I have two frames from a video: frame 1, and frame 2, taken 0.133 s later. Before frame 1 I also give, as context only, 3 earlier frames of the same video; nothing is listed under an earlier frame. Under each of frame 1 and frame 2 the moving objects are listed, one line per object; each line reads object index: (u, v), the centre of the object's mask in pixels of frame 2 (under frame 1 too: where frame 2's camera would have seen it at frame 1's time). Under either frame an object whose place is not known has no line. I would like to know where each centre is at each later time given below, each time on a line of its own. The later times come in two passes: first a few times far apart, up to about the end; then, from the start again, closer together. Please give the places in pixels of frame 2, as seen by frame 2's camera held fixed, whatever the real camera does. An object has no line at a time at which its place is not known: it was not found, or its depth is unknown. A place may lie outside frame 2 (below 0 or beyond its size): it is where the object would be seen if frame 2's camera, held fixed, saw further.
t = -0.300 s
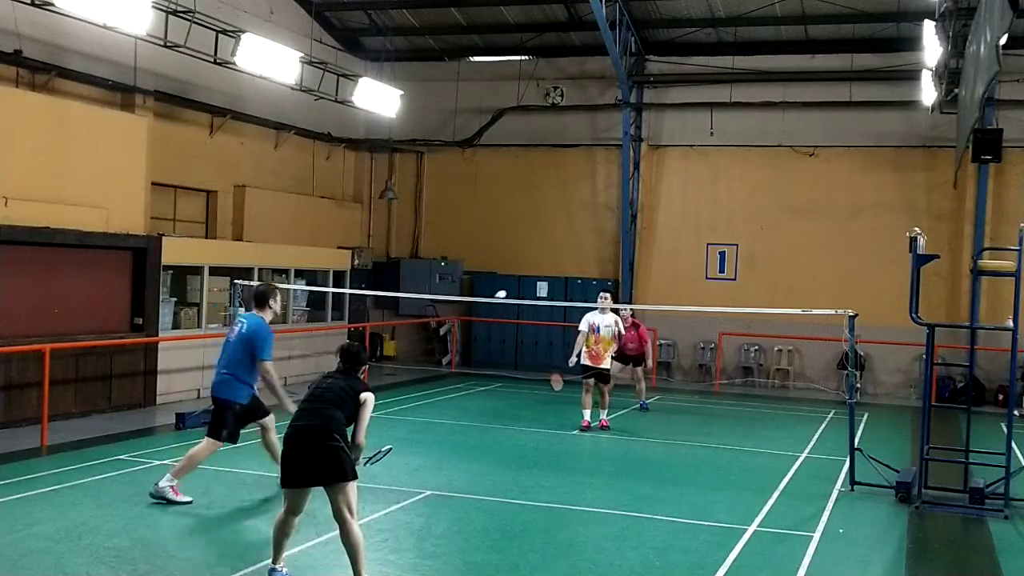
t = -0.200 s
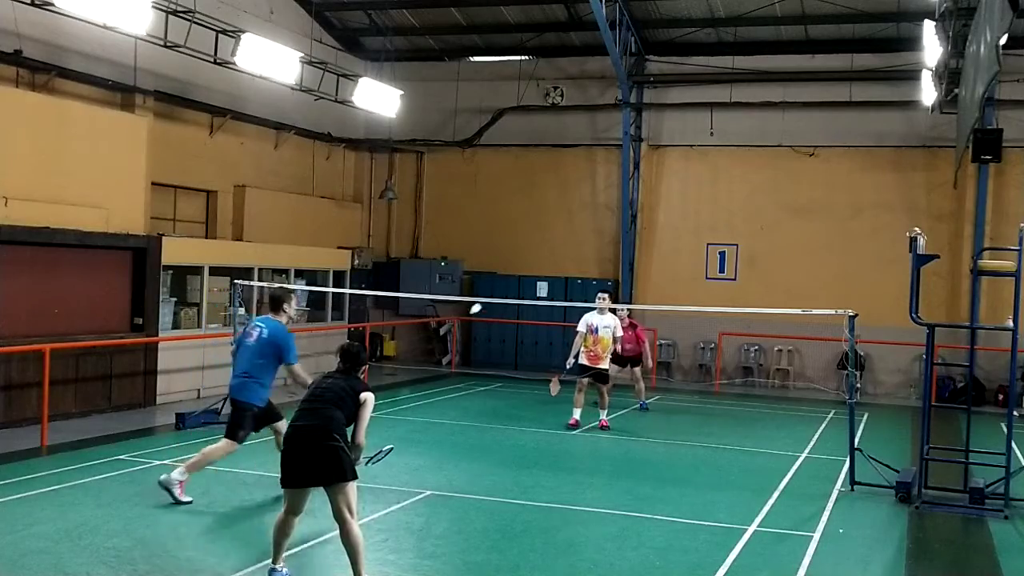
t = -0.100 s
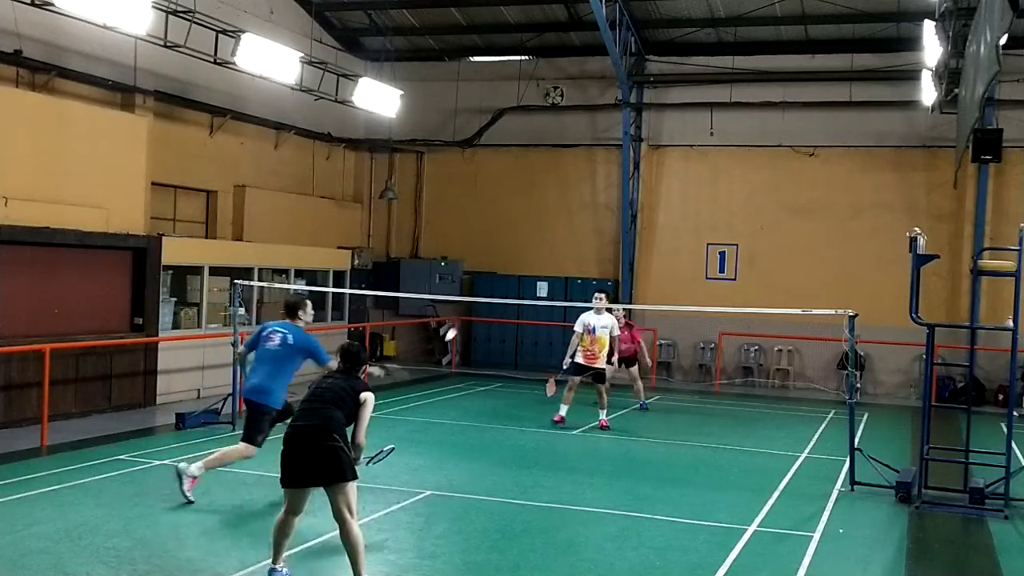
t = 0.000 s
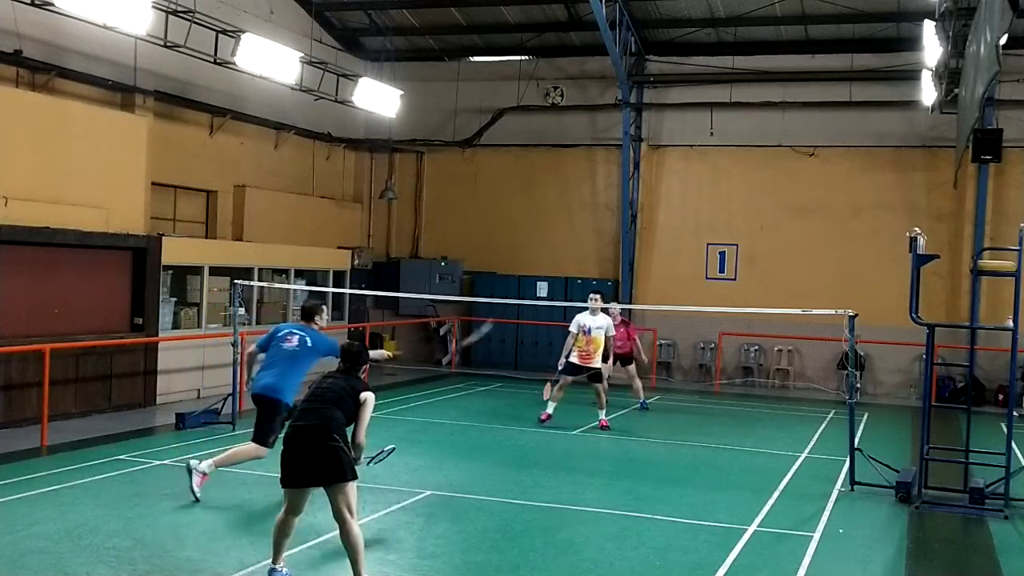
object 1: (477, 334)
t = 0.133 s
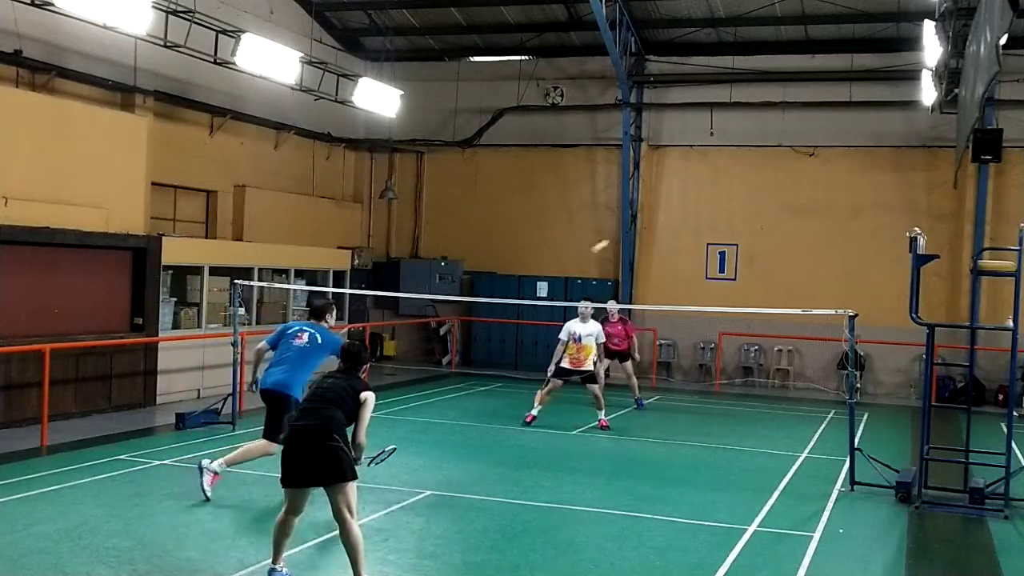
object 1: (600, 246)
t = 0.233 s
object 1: (653, 221)
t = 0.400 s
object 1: (709, 209)
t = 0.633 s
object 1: (759, 227)
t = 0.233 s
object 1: (653, 221)
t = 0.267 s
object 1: (666, 216)
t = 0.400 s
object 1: (709, 209)
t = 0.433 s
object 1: (718, 209)
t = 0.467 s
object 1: (726, 210)
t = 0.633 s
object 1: (759, 227)
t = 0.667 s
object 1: (764, 232)
